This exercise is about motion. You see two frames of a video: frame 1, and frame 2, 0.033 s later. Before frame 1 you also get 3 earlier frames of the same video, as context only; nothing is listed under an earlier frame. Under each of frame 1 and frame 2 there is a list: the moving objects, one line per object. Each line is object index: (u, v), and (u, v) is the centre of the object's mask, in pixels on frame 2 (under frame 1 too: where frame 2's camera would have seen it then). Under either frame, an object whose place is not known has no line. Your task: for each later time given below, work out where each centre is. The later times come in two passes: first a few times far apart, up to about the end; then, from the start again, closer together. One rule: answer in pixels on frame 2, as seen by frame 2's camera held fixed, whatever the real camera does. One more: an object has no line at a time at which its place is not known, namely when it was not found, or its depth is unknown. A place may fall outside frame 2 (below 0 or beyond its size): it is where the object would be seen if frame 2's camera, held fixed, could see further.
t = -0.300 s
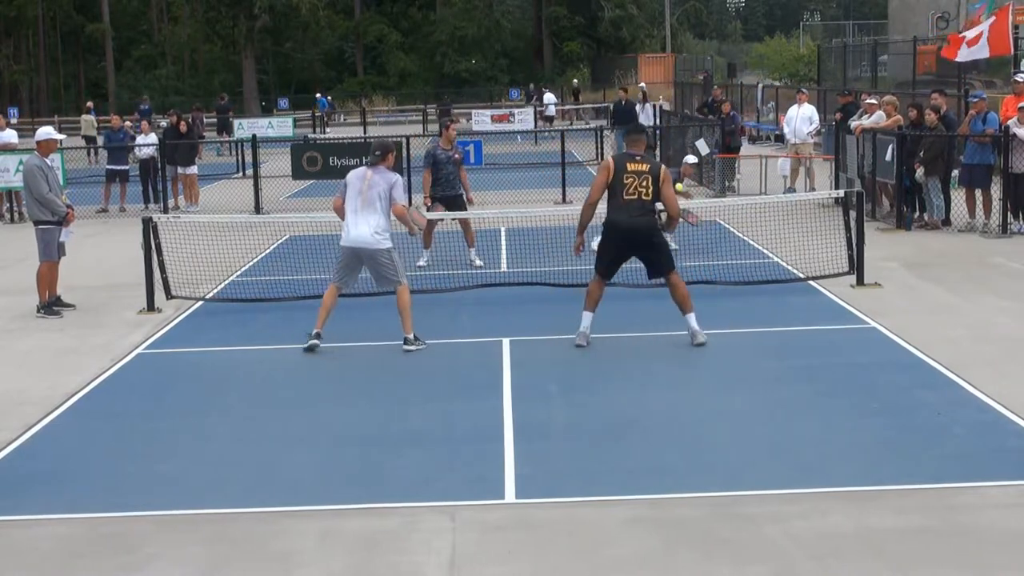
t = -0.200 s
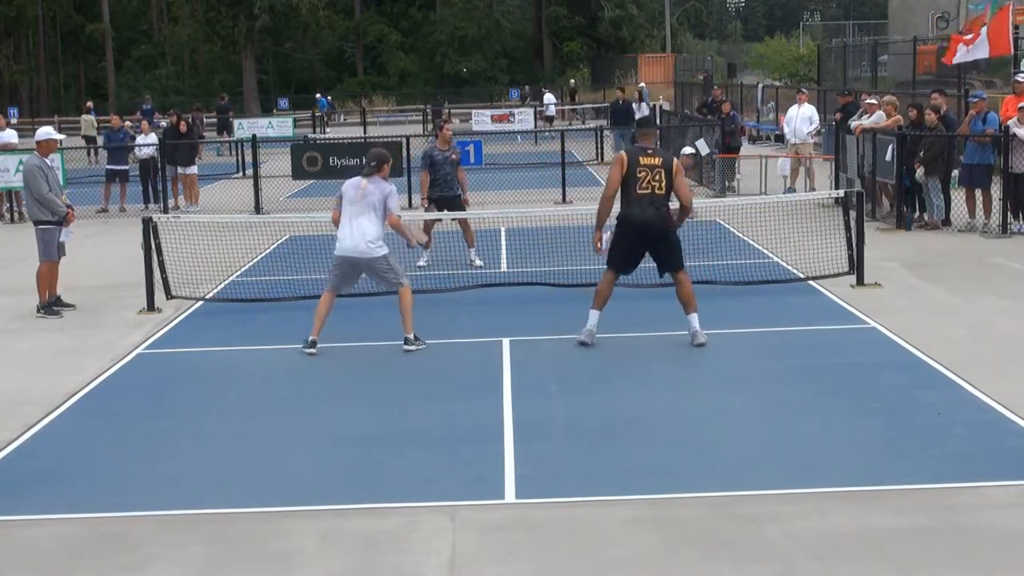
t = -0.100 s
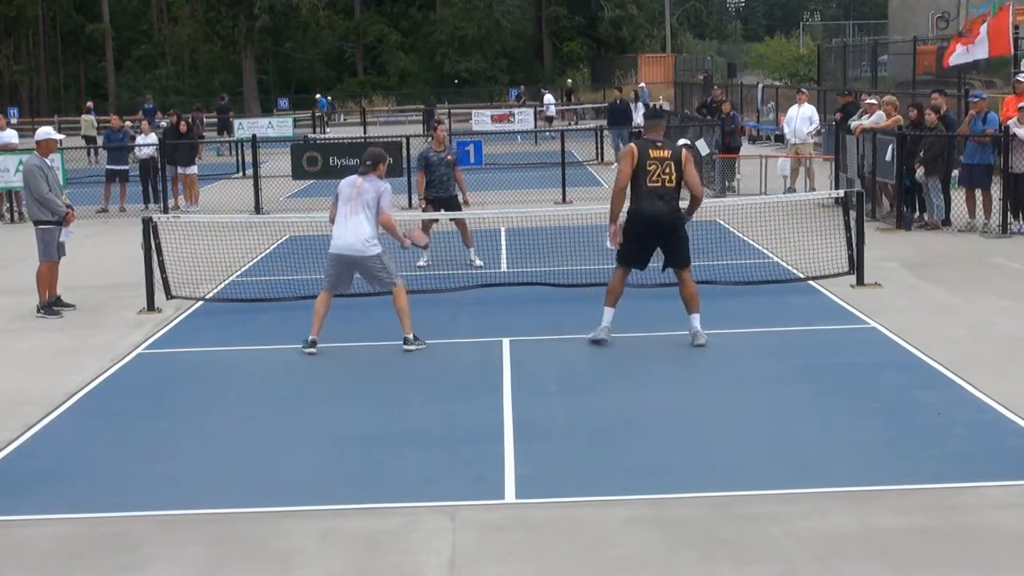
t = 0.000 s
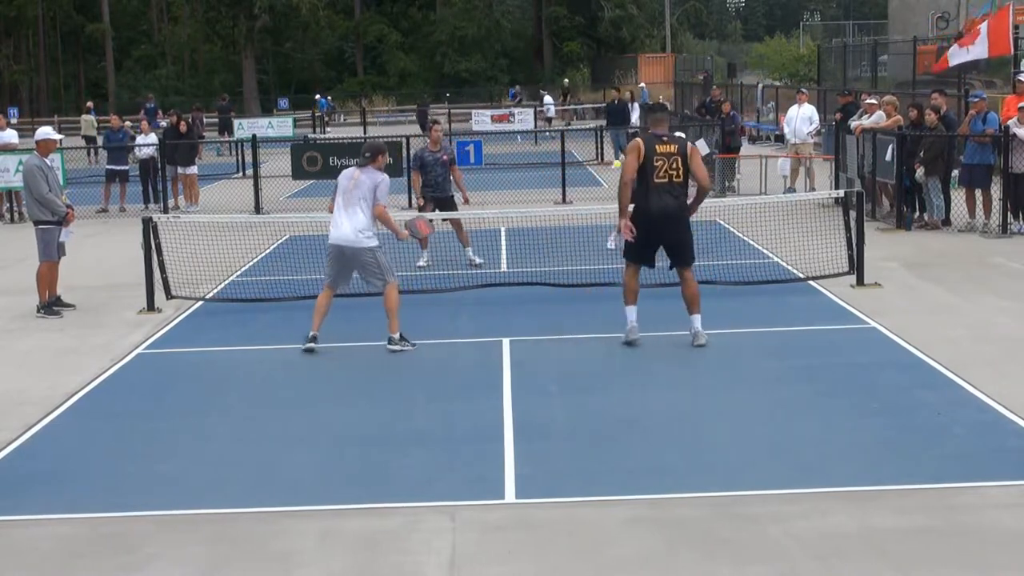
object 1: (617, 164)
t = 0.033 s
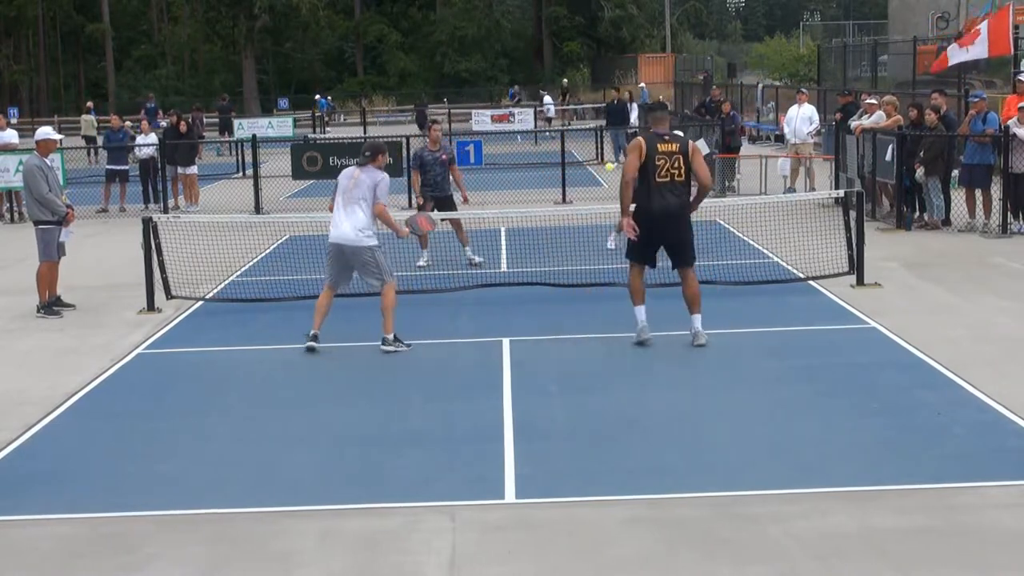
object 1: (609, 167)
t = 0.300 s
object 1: (546, 234)
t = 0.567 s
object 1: (484, 311)
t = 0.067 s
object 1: (601, 170)
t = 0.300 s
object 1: (546, 234)
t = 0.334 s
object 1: (537, 249)
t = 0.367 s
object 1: (529, 264)
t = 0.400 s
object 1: (520, 281)
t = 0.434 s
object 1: (511, 300)
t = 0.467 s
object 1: (503, 321)
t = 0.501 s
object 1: (495, 329)
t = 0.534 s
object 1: (490, 320)
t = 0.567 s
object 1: (484, 311)
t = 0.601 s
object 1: (479, 304)
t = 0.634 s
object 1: (473, 298)
